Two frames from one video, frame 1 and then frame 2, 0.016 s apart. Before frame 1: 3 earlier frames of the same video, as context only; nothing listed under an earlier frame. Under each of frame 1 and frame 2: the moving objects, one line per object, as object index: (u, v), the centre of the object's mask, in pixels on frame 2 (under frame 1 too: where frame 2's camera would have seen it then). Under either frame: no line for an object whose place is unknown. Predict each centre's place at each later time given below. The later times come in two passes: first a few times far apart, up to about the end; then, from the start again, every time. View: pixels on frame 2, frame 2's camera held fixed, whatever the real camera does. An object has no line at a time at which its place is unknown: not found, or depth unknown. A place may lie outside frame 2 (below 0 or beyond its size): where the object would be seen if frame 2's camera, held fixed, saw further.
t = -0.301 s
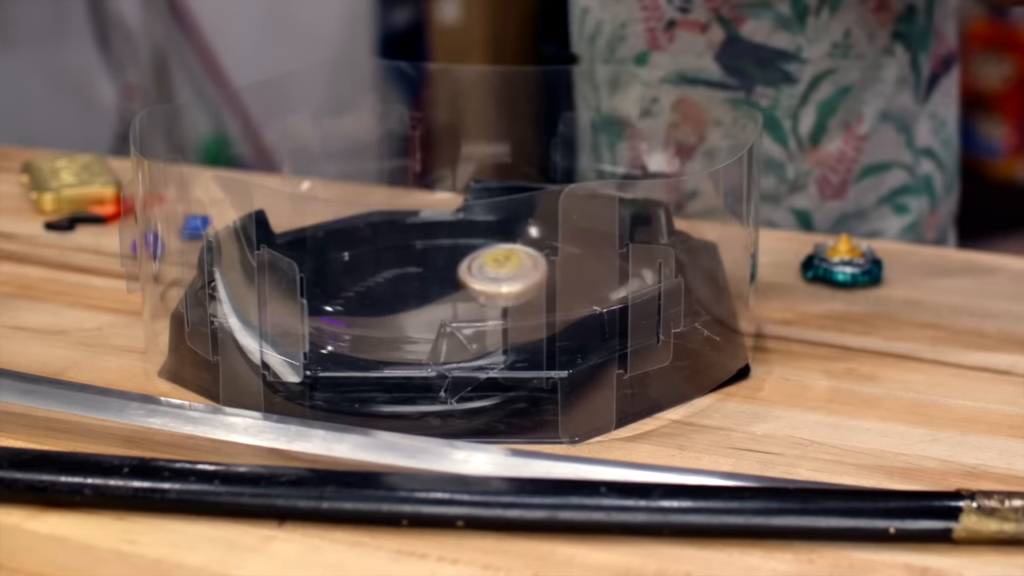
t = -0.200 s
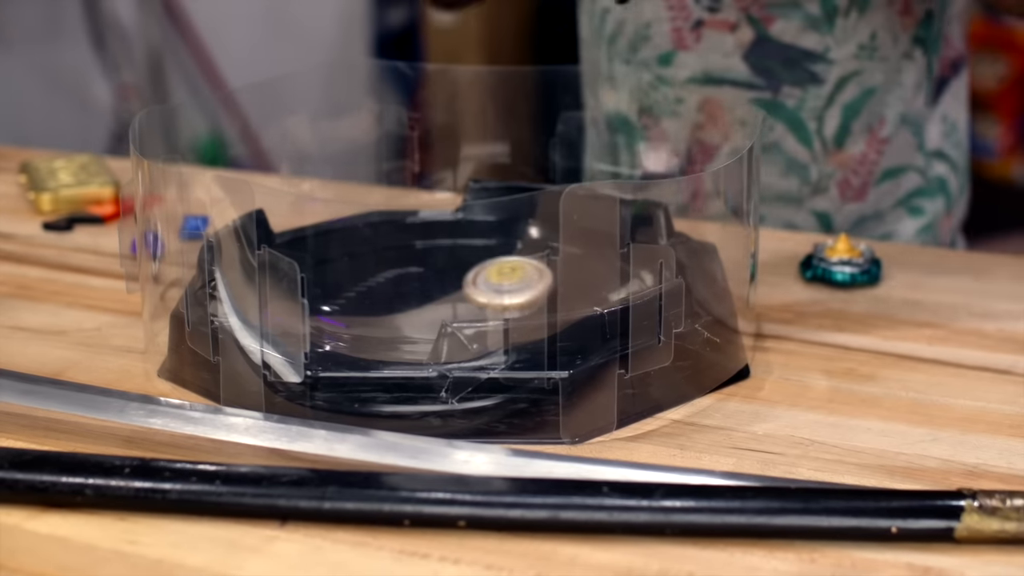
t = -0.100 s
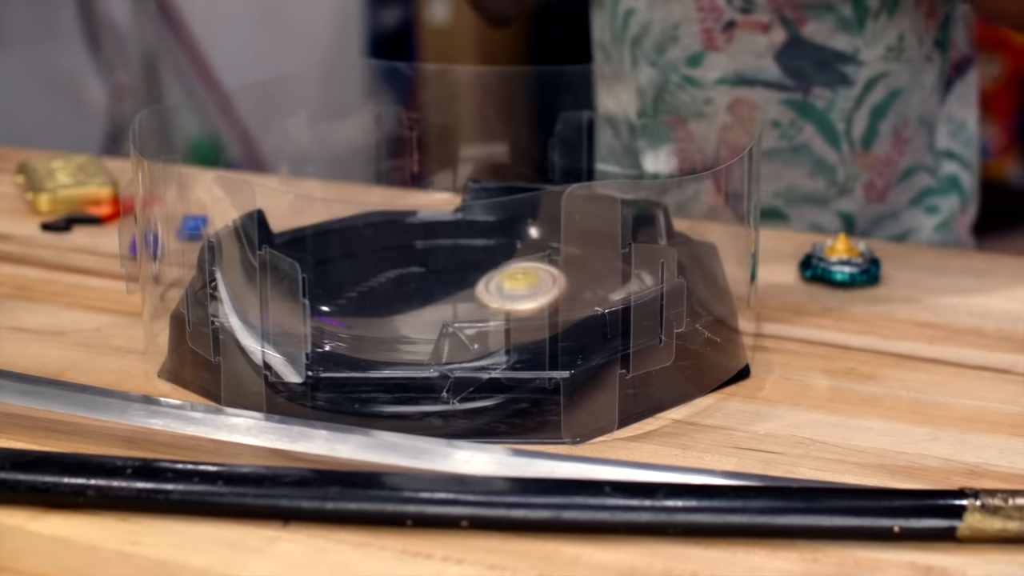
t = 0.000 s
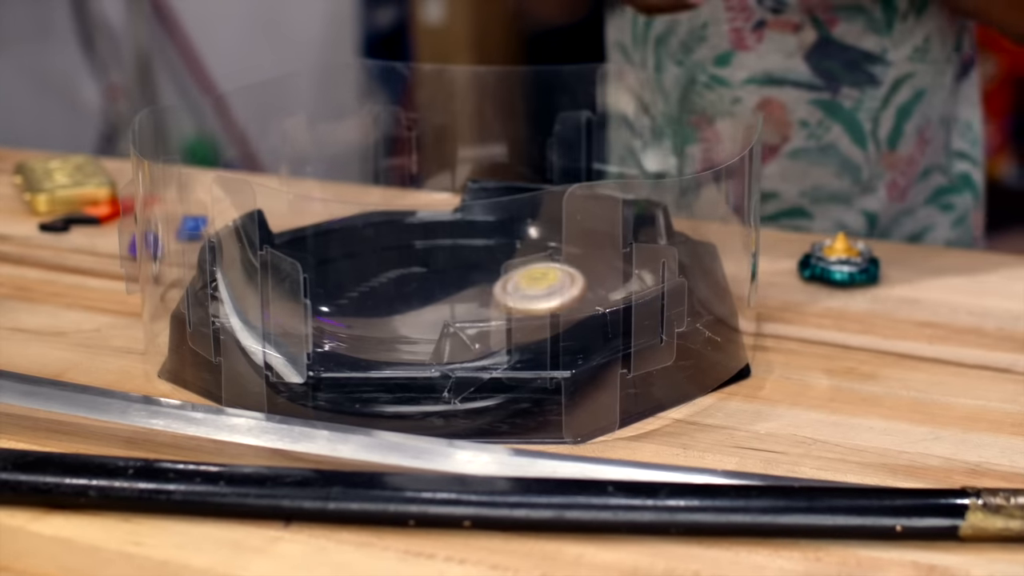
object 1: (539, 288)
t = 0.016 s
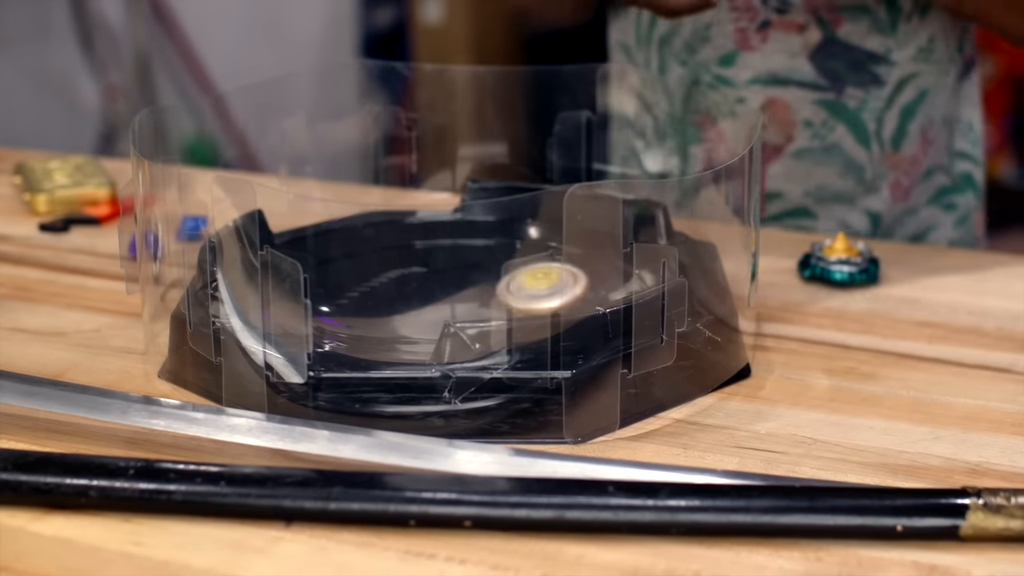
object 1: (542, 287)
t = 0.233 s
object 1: (570, 273)
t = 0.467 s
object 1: (521, 253)
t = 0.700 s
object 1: (396, 298)
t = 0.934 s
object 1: (464, 311)
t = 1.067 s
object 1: (550, 303)
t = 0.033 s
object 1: (544, 286)
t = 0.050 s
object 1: (547, 286)
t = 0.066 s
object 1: (550, 286)
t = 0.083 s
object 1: (553, 285)
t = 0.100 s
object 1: (556, 284)
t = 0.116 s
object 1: (559, 283)
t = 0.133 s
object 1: (561, 282)
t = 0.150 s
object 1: (563, 281)
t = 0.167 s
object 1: (565, 279)
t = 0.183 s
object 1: (567, 278)
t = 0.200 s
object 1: (568, 277)
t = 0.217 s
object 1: (569, 274)
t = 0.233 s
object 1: (570, 273)
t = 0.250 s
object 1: (571, 271)
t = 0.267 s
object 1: (572, 271)
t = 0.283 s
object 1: (573, 271)
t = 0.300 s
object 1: (572, 269)
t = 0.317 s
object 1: (572, 267)
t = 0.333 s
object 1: (571, 265)
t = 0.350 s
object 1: (569, 263)
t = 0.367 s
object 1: (566, 260)
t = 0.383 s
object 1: (562, 258)
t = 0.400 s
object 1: (556, 256)
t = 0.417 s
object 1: (549, 254)
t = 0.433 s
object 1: (540, 253)
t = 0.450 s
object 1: (531, 252)
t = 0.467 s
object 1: (521, 253)
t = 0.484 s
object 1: (510, 253)
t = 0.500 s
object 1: (499, 255)
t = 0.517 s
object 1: (487, 258)
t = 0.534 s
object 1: (475, 260)
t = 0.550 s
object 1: (465, 264)
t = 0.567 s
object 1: (454, 267)
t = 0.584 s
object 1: (444, 271)
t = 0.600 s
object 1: (434, 275)
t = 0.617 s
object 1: (426, 280)
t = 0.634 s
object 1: (419, 284)
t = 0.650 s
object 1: (412, 285)
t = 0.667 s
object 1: (406, 290)
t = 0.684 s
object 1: (401, 294)
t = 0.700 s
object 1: (396, 298)
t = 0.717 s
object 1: (393, 302)
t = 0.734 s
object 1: (392, 306)
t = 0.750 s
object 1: (392, 309)
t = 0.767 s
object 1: (393, 312)
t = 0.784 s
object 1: (395, 314)
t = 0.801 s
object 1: (398, 316)
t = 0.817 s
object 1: (403, 317)
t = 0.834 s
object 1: (408, 318)
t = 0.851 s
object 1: (415, 319)
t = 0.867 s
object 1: (422, 319)
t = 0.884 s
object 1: (430, 319)
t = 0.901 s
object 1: (441, 317)
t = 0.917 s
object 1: (452, 313)
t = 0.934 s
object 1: (464, 311)
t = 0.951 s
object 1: (475, 313)
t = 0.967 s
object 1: (492, 309)
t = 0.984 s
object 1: (497, 309)
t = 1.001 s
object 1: (512, 309)
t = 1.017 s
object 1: (521, 307)
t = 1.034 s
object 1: (533, 306)
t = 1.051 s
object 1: (539, 305)
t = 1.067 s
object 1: (550, 303)
